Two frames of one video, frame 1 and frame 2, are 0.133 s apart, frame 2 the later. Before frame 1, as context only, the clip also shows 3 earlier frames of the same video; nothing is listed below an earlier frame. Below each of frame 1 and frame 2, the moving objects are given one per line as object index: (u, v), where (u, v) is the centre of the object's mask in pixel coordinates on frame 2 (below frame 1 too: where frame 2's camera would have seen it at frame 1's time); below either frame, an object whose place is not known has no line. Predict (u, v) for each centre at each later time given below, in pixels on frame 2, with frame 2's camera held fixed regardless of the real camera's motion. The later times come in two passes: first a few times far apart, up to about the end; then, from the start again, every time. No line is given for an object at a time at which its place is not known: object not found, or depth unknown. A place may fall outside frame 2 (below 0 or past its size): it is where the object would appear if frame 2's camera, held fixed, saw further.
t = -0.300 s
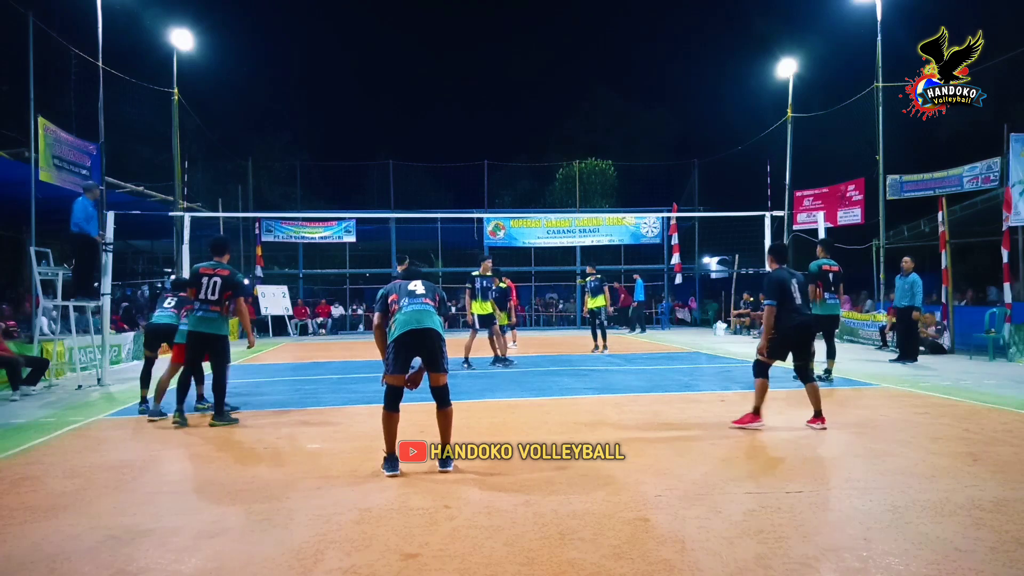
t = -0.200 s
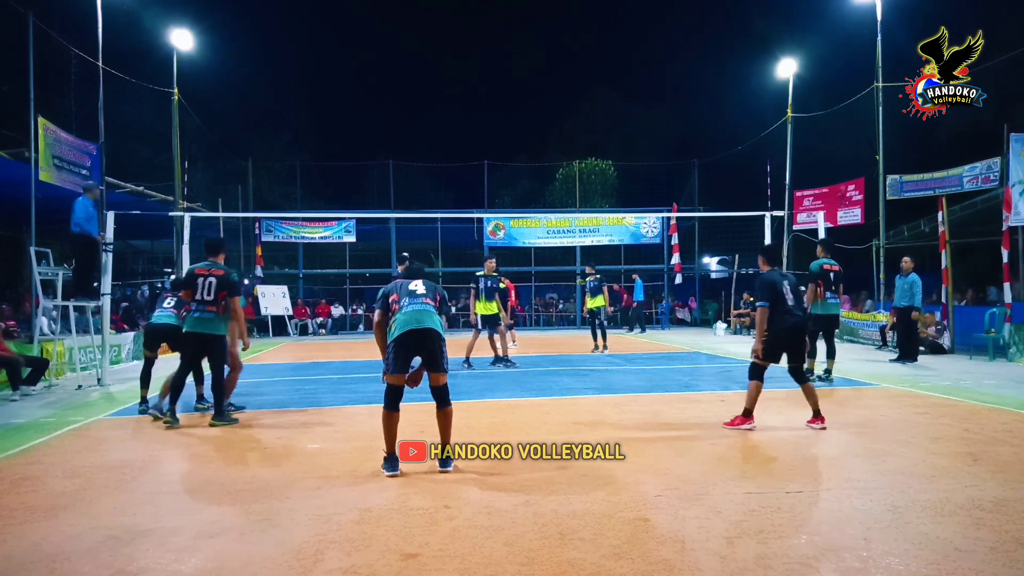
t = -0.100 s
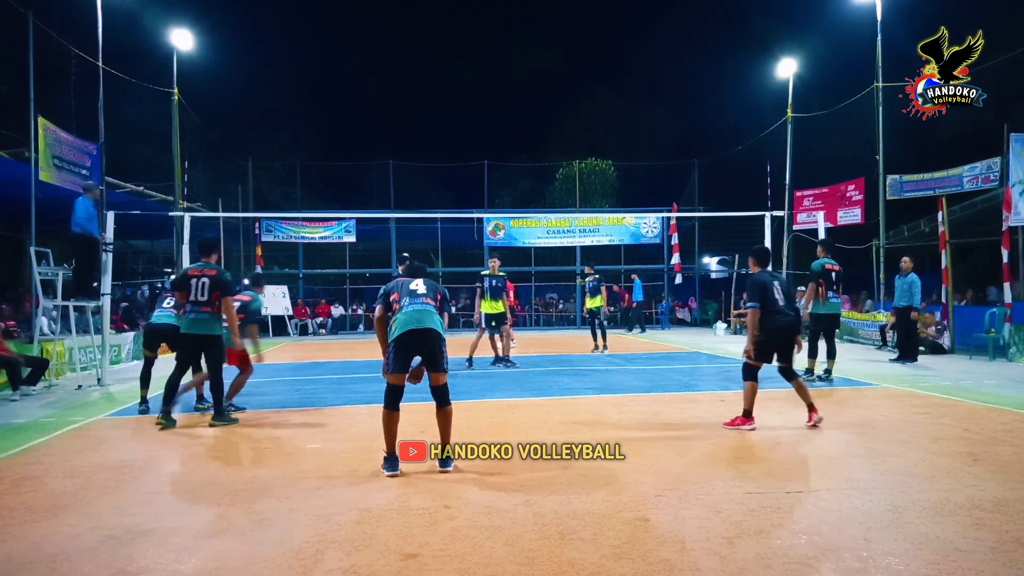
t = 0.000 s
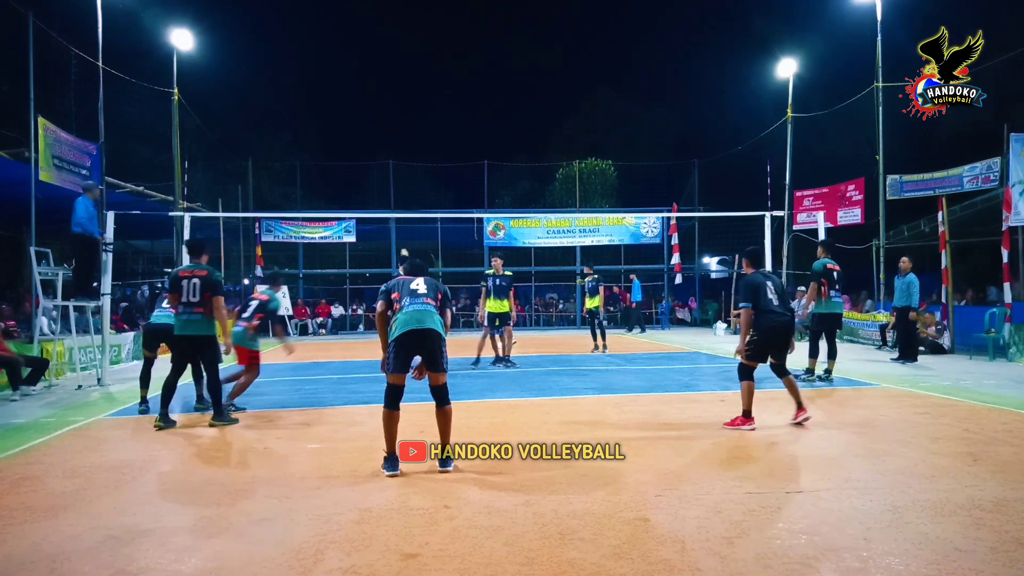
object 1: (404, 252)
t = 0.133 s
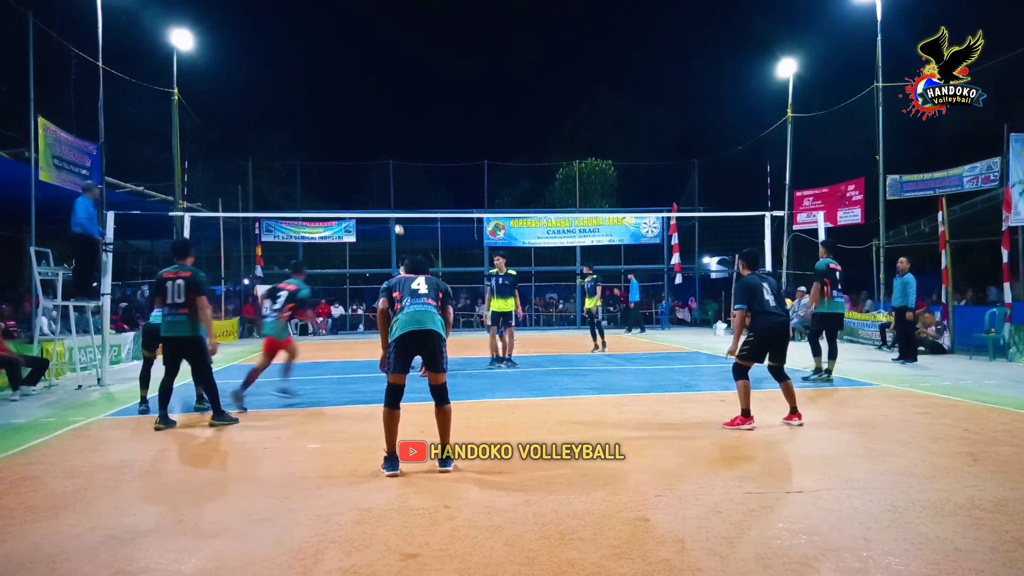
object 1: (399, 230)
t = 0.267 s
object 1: (393, 208)
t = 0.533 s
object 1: (372, 180)
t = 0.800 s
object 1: (326, 188)
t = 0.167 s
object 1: (398, 224)
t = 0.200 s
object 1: (397, 219)
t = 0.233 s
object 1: (395, 211)
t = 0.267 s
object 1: (393, 208)
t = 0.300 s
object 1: (391, 204)
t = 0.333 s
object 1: (389, 200)
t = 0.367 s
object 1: (387, 196)
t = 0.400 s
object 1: (385, 192)
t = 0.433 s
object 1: (382, 189)
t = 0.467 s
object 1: (379, 186)
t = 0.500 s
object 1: (375, 183)
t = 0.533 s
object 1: (372, 180)
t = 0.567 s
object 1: (367, 179)
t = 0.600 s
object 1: (363, 178)
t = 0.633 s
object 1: (358, 177)
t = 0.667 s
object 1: (353, 177)
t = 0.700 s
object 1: (347, 178)
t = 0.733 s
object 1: (341, 180)
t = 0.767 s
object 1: (334, 183)
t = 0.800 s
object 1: (326, 188)
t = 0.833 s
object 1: (318, 193)
